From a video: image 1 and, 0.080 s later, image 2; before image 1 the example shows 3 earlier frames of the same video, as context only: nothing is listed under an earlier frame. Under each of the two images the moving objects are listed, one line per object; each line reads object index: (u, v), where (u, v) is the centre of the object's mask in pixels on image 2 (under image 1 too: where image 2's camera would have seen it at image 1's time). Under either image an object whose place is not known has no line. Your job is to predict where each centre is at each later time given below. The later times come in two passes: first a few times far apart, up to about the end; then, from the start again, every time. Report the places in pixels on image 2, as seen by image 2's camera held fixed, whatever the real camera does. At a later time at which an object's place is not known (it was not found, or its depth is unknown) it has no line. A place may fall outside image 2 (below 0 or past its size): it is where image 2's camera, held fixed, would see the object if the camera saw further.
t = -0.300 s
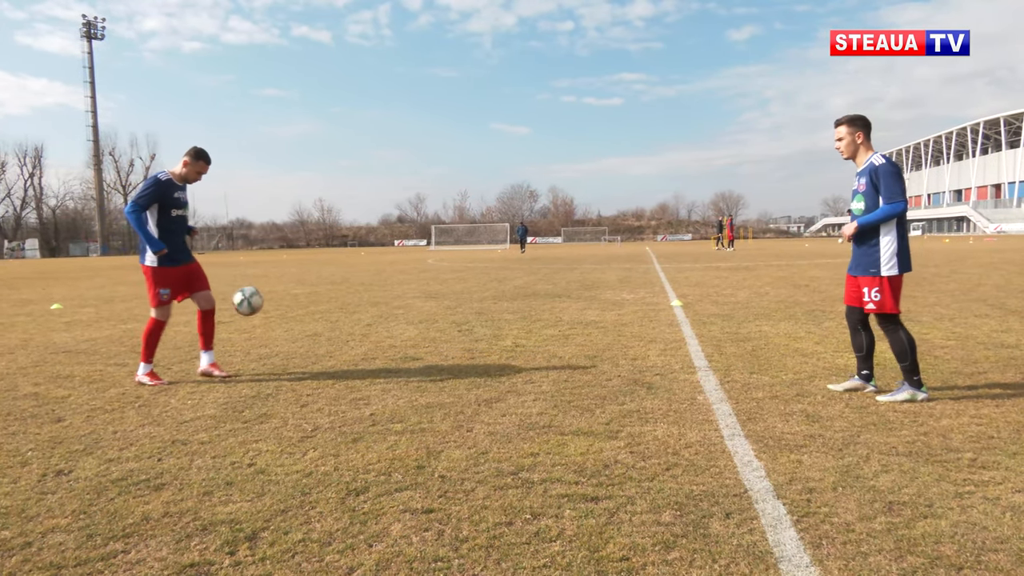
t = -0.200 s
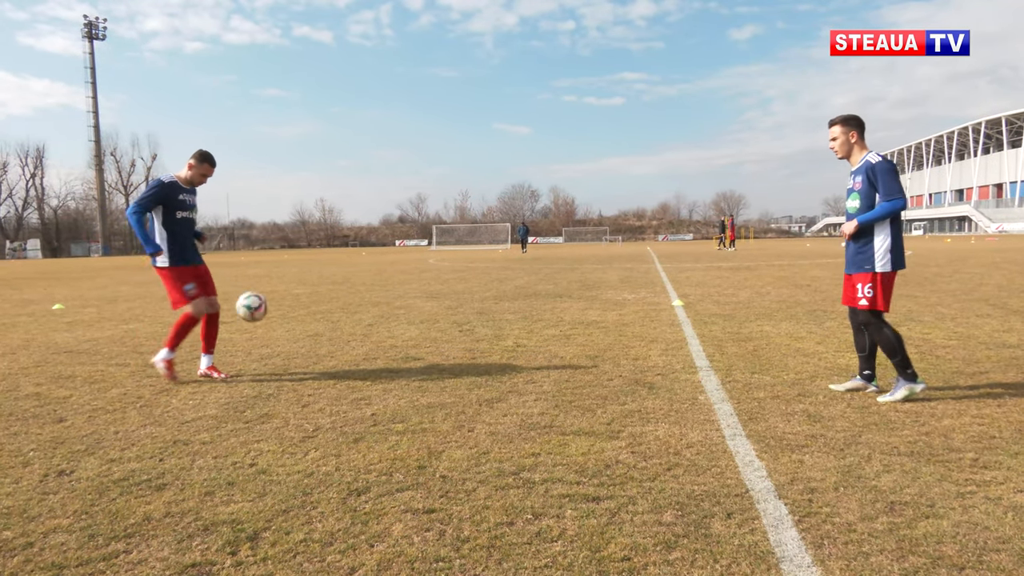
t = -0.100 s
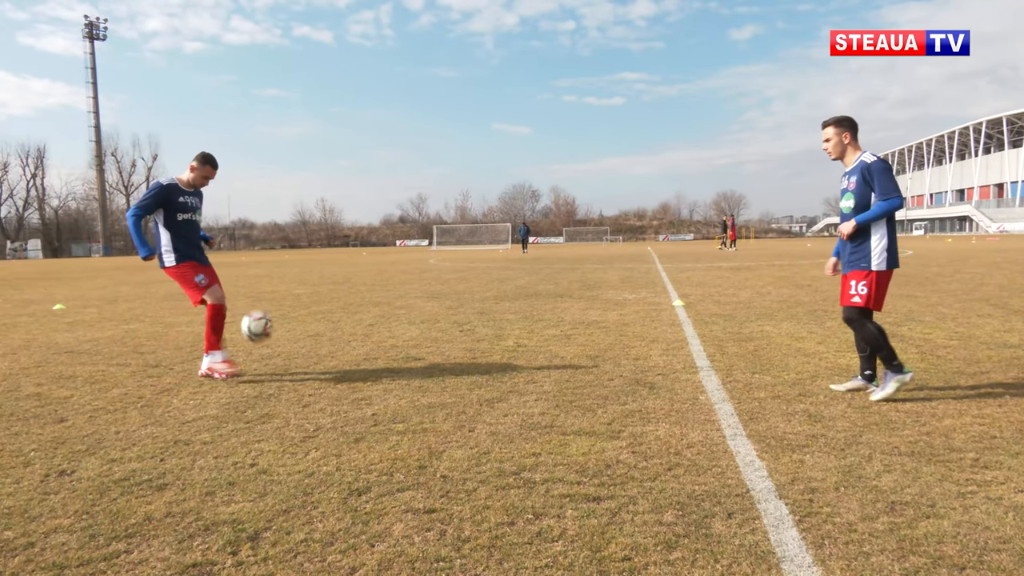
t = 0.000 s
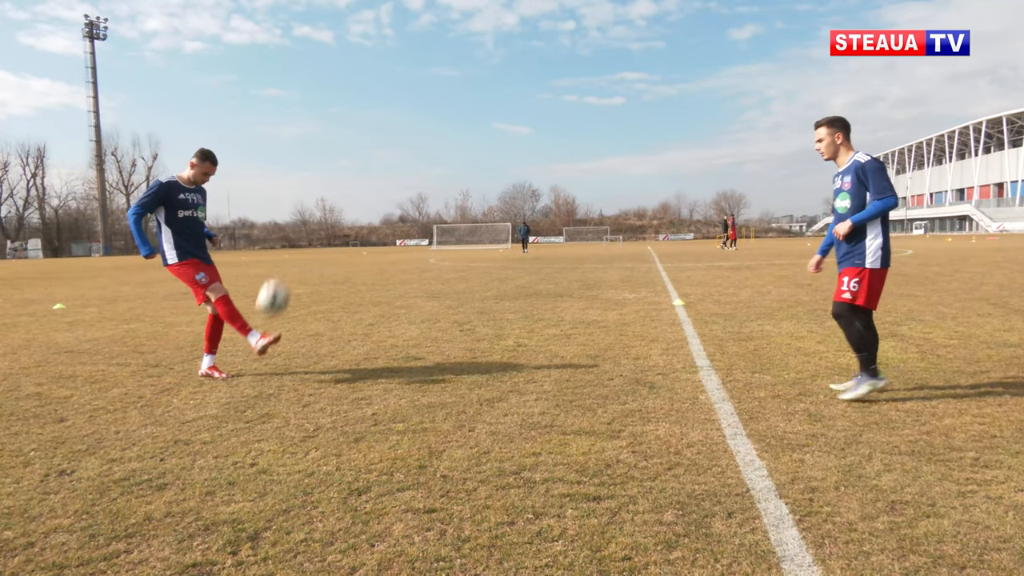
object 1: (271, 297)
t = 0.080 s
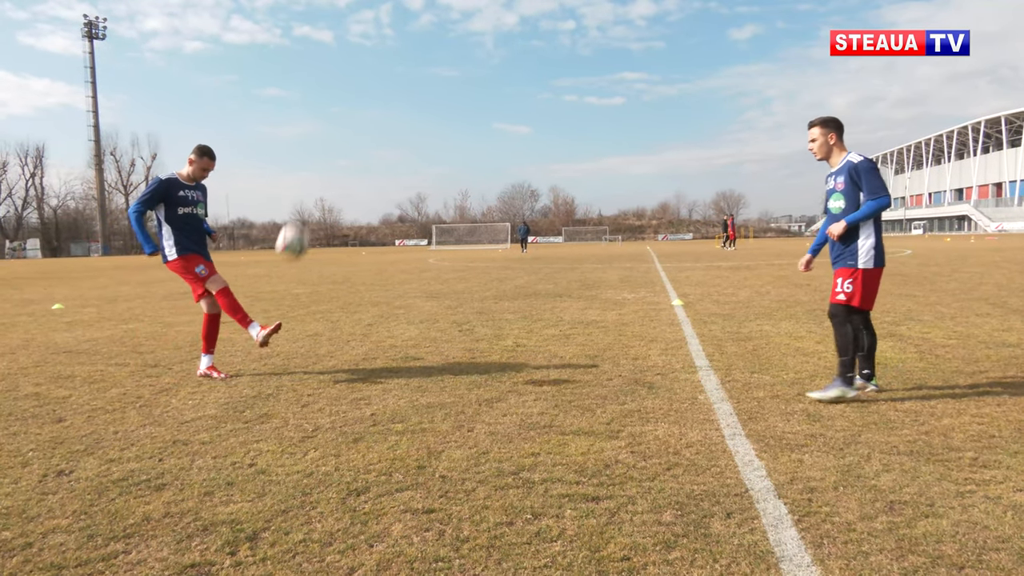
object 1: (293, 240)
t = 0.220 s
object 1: (333, 157)
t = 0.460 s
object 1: (418, 58)
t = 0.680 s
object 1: (512, 43)
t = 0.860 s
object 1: (607, 99)
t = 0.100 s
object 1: (297, 229)
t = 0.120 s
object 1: (301, 215)
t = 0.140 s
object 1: (310, 202)
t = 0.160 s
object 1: (316, 190)
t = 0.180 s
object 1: (321, 178)
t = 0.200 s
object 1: (327, 168)
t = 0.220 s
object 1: (333, 157)
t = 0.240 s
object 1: (340, 145)
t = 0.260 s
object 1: (346, 135)
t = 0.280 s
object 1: (353, 125)
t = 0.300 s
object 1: (359, 116)
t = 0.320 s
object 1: (367, 107)
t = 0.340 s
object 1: (373, 98)
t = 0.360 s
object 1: (380, 90)
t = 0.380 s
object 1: (388, 82)
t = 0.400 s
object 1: (395, 75)
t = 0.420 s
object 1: (402, 69)
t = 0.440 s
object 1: (410, 63)
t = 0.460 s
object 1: (418, 58)
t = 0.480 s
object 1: (425, 53)
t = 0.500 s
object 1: (433, 49)
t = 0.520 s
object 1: (441, 45)
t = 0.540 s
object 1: (449, 43)
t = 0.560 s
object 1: (457, 41)
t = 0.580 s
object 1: (466, 39)
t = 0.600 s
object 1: (474, 39)
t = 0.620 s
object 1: (484, 39)
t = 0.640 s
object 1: (493, 40)
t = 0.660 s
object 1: (503, 41)
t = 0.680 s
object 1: (512, 43)
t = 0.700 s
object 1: (522, 46)
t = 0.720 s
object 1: (532, 50)
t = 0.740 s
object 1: (542, 54)
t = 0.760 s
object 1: (552, 59)
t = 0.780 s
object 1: (563, 66)
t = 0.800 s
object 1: (573, 72)
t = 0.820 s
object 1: (584, 80)
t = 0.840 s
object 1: (596, 89)
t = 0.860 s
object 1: (607, 99)
